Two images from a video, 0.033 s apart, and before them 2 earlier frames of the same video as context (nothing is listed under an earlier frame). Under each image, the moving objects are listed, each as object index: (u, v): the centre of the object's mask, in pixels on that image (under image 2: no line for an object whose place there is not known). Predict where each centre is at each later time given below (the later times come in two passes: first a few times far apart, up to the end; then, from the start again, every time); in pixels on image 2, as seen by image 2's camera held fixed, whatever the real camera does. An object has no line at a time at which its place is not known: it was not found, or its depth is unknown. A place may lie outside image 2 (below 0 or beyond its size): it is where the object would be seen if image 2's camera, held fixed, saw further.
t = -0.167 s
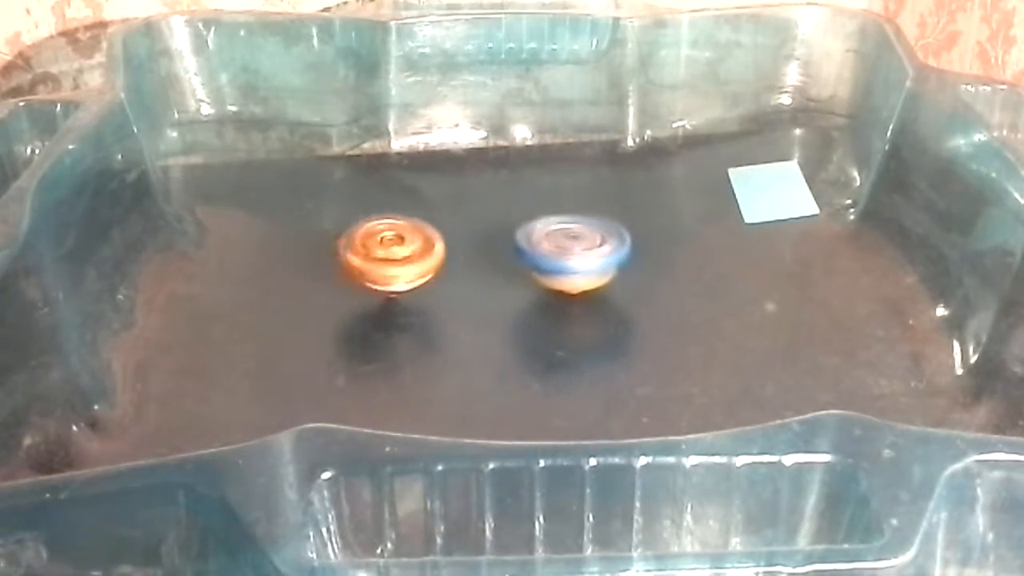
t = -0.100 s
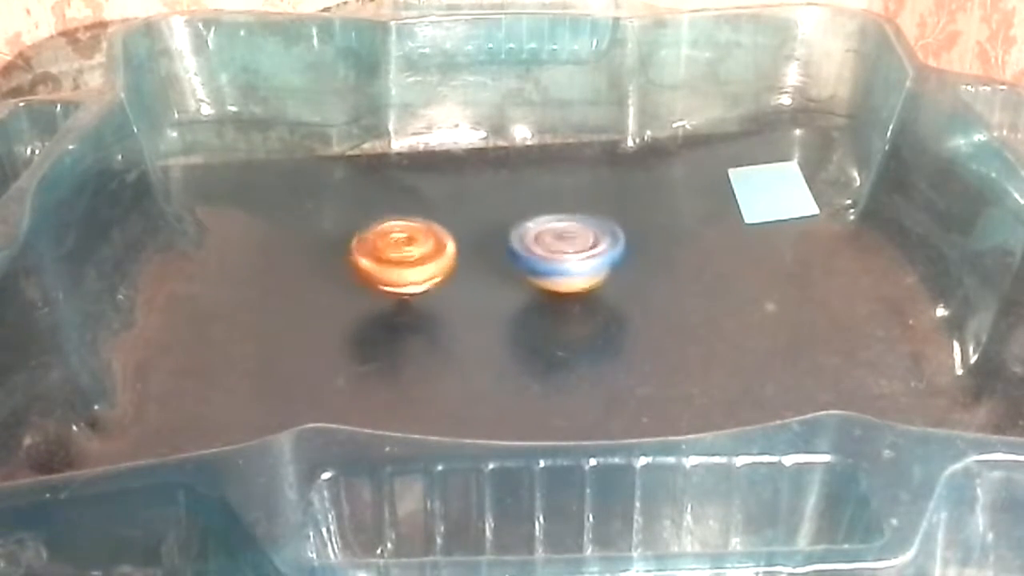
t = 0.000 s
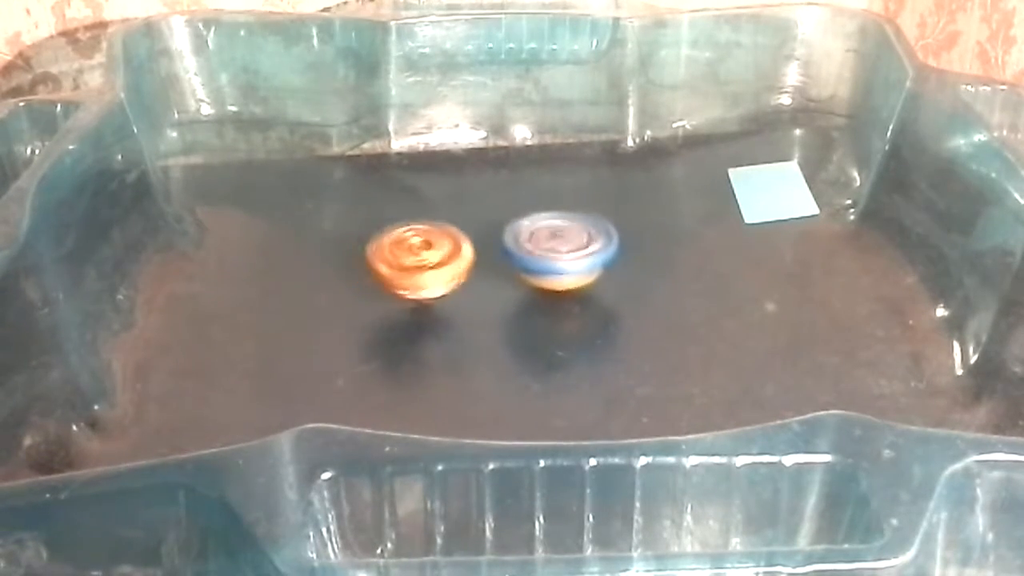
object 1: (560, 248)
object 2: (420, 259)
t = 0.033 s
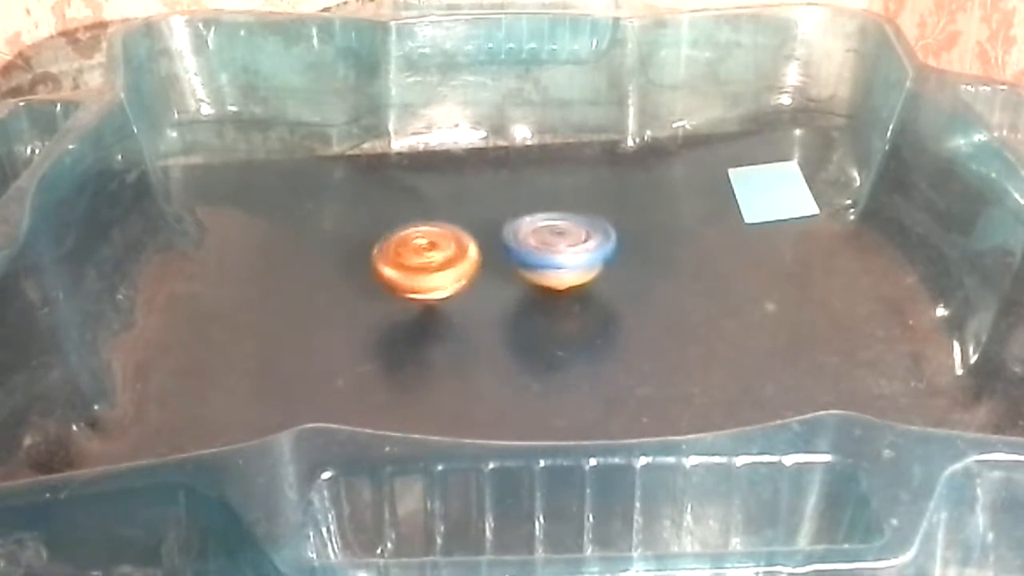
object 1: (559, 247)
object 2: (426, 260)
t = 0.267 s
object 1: (548, 241)
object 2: (455, 280)
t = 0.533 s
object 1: (532, 238)
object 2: (461, 309)
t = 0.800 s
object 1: (518, 237)
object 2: (434, 329)
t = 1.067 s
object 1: (508, 239)
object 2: (411, 325)
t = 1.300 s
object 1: (495, 243)
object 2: (426, 312)
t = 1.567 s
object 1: (483, 239)
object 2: (472, 302)
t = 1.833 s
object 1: (474, 238)
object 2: (509, 322)
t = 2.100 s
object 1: (477, 241)
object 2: (509, 345)
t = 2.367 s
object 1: (477, 251)
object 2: (484, 344)
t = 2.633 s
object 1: (465, 254)
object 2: (483, 322)
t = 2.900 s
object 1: (454, 251)
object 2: (513, 311)
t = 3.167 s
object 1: (462, 249)
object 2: (555, 309)
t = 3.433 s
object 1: (471, 256)
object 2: (578, 308)
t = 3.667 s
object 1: (466, 267)
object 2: (574, 304)
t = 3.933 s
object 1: (448, 271)
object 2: (565, 294)
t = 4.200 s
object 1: (440, 256)
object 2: (580, 298)
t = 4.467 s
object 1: (459, 254)
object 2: (563, 298)
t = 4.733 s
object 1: (465, 258)
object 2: (552, 306)
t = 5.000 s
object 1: (473, 252)
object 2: (527, 321)
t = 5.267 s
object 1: (478, 247)
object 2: (497, 310)
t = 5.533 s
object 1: (506, 241)
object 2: (450, 333)
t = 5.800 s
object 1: (524, 260)
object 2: (404, 318)
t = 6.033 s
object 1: (525, 258)
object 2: (392, 307)
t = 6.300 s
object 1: (551, 254)
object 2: (370, 302)
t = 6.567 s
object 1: (544, 268)
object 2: (408, 305)
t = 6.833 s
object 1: (532, 256)
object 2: (430, 328)
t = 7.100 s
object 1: (532, 251)
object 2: (416, 334)
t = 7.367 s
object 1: (526, 259)
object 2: (446, 325)
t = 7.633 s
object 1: (520, 250)
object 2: (479, 338)
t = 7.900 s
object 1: (521, 252)
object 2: (474, 344)
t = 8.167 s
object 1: (517, 254)
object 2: (499, 334)
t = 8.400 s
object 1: (513, 250)
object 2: (529, 337)
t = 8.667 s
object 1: (512, 257)
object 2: (532, 343)
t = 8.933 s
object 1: (505, 253)
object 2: (551, 327)
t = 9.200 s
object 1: (506, 254)
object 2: (578, 324)
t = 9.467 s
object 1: (500, 259)
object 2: (568, 323)
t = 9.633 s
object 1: (484, 262)
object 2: (568, 311)
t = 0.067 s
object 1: (559, 246)
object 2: (430, 262)
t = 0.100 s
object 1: (555, 245)
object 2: (436, 265)
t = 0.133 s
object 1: (553, 245)
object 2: (441, 267)
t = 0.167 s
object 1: (552, 244)
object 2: (446, 270)
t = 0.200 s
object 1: (551, 243)
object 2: (449, 273)
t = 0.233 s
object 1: (548, 243)
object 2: (452, 276)
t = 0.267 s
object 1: (548, 241)
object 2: (455, 280)
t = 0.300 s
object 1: (547, 240)
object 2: (459, 283)
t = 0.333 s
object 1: (543, 240)
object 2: (459, 287)
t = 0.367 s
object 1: (541, 239)
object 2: (461, 291)
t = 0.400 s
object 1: (541, 239)
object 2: (462, 295)
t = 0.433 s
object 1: (537, 239)
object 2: (463, 299)
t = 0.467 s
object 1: (533, 238)
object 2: (462, 302)
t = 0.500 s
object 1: (534, 237)
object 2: (462, 306)
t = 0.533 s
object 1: (532, 238)
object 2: (461, 309)
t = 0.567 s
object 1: (528, 237)
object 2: (460, 313)
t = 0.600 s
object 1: (529, 237)
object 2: (457, 315)
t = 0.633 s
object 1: (528, 237)
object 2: (454, 319)
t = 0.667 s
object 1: (524, 237)
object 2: (450, 321)
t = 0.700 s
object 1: (523, 237)
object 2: (448, 323)
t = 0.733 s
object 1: (524, 237)
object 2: (442, 325)
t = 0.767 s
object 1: (521, 237)
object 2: (439, 327)
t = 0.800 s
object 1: (518, 237)
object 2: (434, 329)
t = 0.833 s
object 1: (519, 237)
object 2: (431, 329)
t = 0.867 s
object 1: (518, 237)
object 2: (426, 329)
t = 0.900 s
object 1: (513, 239)
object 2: (423, 330)
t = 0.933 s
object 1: (513, 238)
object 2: (419, 329)
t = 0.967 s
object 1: (513, 238)
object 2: (417, 329)
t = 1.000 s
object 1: (509, 240)
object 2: (414, 328)
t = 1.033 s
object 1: (507, 239)
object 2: (412, 327)
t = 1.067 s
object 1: (508, 239)
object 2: (411, 325)
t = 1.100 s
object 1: (506, 241)
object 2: (411, 324)
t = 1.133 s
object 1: (501, 241)
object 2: (411, 322)
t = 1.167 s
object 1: (500, 242)
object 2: (412, 320)
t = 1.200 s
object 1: (501, 242)
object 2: (415, 318)
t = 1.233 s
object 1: (497, 243)
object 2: (417, 316)
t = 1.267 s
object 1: (494, 243)
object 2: (421, 314)
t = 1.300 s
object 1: (495, 243)
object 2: (426, 312)
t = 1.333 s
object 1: (494, 243)
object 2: (431, 309)
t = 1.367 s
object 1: (490, 243)
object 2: (435, 308)
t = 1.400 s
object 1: (488, 243)
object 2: (440, 306)
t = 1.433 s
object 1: (489, 242)
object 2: (447, 305)
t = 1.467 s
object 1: (486, 242)
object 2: (452, 305)
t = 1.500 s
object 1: (482, 240)
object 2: (458, 304)
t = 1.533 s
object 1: (484, 239)
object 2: (465, 302)
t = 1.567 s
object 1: (483, 239)
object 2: (472, 302)
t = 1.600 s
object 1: (477, 238)
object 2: (478, 303)
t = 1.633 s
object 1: (477, 237)
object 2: (482, 306)
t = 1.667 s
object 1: (478, 237)
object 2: (489, 308)
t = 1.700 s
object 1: (476, 237)
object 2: (494, 311)
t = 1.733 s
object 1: (473, 239)
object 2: (499, 314)
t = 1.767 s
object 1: (474, 239)
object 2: (503, 316)
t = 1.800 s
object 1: (475, 239)
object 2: (507, 319)
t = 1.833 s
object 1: (474, 238)
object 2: (509, 322)
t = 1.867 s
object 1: (472, 238)
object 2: (512, 325)
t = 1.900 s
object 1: (475, 238)
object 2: (514, 328)
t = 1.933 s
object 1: (477, 238)
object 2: (514, 331)
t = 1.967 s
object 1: (475, 239)
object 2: (515, 334)
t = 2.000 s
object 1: (475, 238)
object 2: (515, 336)
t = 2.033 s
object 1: (479, 238)
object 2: (513, 338)
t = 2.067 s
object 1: (479, 241)
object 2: (512, 342)
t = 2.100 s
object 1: (477, 241)
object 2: (509, 345)
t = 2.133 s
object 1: (479, 242)
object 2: (507, 345)
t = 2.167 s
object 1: (482, 243)
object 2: (504, 346)
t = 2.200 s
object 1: (481, 244)
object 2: (501, 348)
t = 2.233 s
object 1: (479, 246)
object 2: (498, 348)
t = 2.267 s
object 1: (480, 246)
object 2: (494, 347)
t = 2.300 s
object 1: (482, 248)
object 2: (491, 347)
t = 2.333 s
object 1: (480, 249)
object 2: (489, 345)
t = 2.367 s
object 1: (477, 251)
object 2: (484, 344)
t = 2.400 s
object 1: (477, 252)
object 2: (482, 342)
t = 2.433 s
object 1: (478, 253)
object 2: (481, 340)
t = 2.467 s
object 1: (474, 255)
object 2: (479, 338)
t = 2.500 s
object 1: (471, 255)
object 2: (478, 334)
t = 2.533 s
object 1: (473, 256)
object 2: (479, 331)
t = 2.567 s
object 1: (472, 255)
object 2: (478, 328)
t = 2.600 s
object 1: (467, 254)
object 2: (481, 325)
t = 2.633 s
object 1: (465, 254)
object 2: (483, 322)
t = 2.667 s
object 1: (464, 253)
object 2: (484, 319)
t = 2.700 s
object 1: (462, 253)
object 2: (488, 316)
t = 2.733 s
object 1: (457, 253)
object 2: (491, 316)
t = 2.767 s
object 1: (457, 252)
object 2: (490, 314)
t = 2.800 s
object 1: (457, 251)
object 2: (496, 312)
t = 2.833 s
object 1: (454, 251)
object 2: (504, 312)
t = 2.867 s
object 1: (452, 251)
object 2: (508, 311)
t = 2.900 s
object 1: (454, 251)
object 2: (513, 311)
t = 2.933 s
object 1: (456, 250)
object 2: (521, 310)
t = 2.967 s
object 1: (455, 250)
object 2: (525, 310)
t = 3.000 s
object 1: (453, 250)
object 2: (529, 309)
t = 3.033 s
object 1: (456, 250)
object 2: (536, 309)
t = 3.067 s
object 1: (461, 250)
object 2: (541, 310)
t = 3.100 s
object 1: (459, 251)
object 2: (545, 309)
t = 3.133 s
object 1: (458, 249)
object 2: (552, 309)
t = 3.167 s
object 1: (462, 249)
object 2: (555, 309)
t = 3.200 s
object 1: (467, 249)
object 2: (560, 310)
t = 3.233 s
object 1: (466, 250)
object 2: (565, 309)
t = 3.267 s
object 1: (463, 251)
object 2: (567, 309)
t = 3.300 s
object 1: (467, 251)
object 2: (571, 309)
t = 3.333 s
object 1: (471, 253)
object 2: (574, 309)
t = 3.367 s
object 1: (470, 254)
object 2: (575, 309)
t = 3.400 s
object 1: (469, 255)
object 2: (577, 308)
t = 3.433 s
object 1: (471, 256)
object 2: (578, 308)
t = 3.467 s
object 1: (475, 258)
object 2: (577, 308)
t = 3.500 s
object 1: (474, 259)
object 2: (578, 308)
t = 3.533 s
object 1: (470, 261)
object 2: (578, 307)
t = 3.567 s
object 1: (471, 262)
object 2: (578, 307)
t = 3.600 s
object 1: (472, 263)
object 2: (578, 306)
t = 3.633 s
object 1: (470, 265)
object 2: (576, 304)
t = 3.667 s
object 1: (466, 267)
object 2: (574, 304)
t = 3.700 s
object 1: (464, 268)
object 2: (573, 302)
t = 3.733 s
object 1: (466, 268)
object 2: (571, 300)
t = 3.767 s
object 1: (463, 269)
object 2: (569, 299)
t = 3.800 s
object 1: (458, 270)
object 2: (567, 296)
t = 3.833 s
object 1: (456, 272)
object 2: (564, 295)
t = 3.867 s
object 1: (455, 271)
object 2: (562, 293)
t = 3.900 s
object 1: (451, 272)
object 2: (566, 292)
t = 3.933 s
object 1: (448, 271)
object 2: (565, 294)
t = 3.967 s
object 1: (447, 269)
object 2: (566, 293)
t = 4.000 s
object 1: (445, 267)
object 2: (569, 294)
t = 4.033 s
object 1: (442, 265)
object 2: (573, 295)
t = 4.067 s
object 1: (439, 263)
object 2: (575, 295)
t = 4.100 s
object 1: (440, 261)
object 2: (577, 296)
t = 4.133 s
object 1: (441, 260)
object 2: (579, 296)
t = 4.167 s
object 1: (440, 257)
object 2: (579, 297)
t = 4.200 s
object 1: (440, 256)
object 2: (580, 298)
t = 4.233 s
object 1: (442, 253)
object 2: (580, 298)
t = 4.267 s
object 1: (446, 254)
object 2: (578, 298)
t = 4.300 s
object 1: (448, 253)
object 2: (578, 299)
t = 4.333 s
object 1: (448, 253)
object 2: (575, 298)
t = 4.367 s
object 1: (450, 252)
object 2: (572, 299)
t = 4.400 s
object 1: (456, 252)
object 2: (570, 298)
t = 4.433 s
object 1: (459, 252)
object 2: (566, 298)
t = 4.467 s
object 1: (459, 254)
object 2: (563, 298)
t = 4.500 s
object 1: (459, 255)
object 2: (560, 297)
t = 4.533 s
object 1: (461, 255)
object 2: (557, 296)
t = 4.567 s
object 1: (464, 255)
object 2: (555, 295)
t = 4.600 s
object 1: (465, 259)
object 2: (553, 296)
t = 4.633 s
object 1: (467, 258)
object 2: (553, 299)
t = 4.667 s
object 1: (470, 258)
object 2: (550, 300)
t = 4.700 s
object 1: (469, 257)
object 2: (552, 303)
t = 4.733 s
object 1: (465, 258)
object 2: (552, 306)
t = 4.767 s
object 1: (465, 257)
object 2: (549, 309)
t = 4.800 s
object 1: (467, 257)
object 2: (550, 312)
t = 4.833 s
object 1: (469, 256)
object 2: (548, 314)
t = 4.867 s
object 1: (467, 255)
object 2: (544, 317)
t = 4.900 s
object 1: (465, 254)
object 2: (540, 318)
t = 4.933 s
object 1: (468, 254)
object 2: (536, 320)
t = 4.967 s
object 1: (472, 252)
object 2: (533, 321)
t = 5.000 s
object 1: (473, 252)
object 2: (527, 321)
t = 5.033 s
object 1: (470, 251)
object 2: (523, 322)
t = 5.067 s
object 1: (468, 251)
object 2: (517, 320)
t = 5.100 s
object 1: (471, 250)
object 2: (512, 319)
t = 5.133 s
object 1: (477, 249)
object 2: (509, 317)
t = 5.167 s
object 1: (476, 248)
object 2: (506, 316)
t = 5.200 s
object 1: (471, 249)
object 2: (504, 314)
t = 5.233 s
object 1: (472, 247)
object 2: (499, 312)
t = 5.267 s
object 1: (478, 247)
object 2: (497, 310)
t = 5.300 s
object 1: (483, 245)
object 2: (493, 311)
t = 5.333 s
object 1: (487, 244)
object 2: (487, 312)
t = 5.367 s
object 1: (488, 244)
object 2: (482, 316)
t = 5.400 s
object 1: (493, 241)
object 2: (476, 323)
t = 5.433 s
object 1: (499, 244)
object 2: (470, 325)
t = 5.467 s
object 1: (503, 244)
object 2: (464, 329)
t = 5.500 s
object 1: (503, 243)
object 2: (458, 331)
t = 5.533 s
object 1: (506, 241)
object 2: (450, 333)
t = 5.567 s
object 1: (512, 241)
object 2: (442, 334)
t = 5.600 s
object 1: (517, 243)
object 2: (432, 334)
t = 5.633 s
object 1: (518, 246)
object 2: (426, 333)
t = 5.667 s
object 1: (519, 248)
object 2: (417, 331)
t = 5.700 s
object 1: (521, 250)
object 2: (413, 329)
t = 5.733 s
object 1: (525, 253)
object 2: (408, 325)
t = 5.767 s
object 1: (525, 256)
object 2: (406, 323)
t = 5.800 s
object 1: (524, 260)
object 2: (404, 318)
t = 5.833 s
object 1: (520, 263)
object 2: (404, 315)
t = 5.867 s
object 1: (518, 266)
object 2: (406, 310)
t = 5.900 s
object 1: (516, 268)
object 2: (409, 307)
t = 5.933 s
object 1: (513, 269)
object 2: (414, 303)
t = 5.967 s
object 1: (509, 269)
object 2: (419, 300)
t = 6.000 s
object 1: (512, 262)
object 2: (411, 303)
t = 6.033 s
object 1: (525, 258)
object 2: (392, 307)
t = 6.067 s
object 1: (532, 256)
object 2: (382, 308)
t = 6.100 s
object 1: (538, 255)
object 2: (379, 309)
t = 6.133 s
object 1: (537, 255)
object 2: (377, 309)
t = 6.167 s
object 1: (537, 253)
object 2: (375, 308)
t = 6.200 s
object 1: (540, 250)
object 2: (370, 307)
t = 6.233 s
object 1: (546, 250)
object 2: (367, 305)
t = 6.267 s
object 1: (550, 251)
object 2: (366, 304)
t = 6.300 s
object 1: (551, 254)
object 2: (370, 302)
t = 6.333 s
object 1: (550, 256)
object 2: (375, 303)
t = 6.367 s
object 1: (552, 257)
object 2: (376, 302)
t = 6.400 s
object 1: (553, 259)
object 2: (378, 300)
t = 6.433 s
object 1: (555, 261)
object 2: (381, 300)
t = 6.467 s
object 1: (554, 263)
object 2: (389, 299)
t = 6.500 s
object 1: (550, 265)
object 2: (398, 302)
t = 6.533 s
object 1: (547, 267)
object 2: (403, 303)
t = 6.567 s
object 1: (544, 268)
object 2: (408, 305)
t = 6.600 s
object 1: (544, 268)
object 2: (412, 307)
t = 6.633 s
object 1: (541, 267)
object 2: (418, 309)
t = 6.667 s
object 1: (537, 265)
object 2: (422, 312)
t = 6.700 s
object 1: (533, 263)
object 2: (426, 315)
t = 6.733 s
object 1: (530, 262)
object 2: (429, 319)
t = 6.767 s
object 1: (529, 261)
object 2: (430, 322)
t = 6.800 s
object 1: (530, 258)
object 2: (432, 325)
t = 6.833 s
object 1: (532, 256)
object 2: (430, 328)
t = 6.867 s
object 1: (530, 253)
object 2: (431, 331)
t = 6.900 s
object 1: (528, 251)
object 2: (427, 333)
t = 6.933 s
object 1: (527, 249)
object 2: (424, 334)
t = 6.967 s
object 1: (530, 248)
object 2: (422, 335)
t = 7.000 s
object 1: (533, 248)
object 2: (421, 335)
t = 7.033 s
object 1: (534, 248)
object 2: (422, 336)
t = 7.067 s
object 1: (534, 250)
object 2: (418, 335)
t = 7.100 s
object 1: (532, 251)
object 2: (416, 334)
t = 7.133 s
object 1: (533, 252)
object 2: (415, 333)
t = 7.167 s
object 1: (534, 253)
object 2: (418, 330)
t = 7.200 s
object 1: (535, 254)
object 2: (422, 330)
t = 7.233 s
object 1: (535, 255)
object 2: (424, 328)
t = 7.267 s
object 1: (534, 257)
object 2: (428, 327)
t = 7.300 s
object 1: (532, 257)
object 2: (430, 327)
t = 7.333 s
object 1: (529, 259)
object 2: (436, 325)
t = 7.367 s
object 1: (526, 259)
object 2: (446, 325)
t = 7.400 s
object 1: (526, 260)
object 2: (450, 325)
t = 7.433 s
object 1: (525, 259)
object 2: (455, 326)
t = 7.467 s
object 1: (524, 256)
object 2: (458, 329)
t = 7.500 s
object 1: (523, 254)
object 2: (464, 329)
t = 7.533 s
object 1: (521, 252)
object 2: (470, 331)
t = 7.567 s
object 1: (518, 251)
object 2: (476, 332)
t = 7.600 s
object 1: (518, 250)
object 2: (481, 336)
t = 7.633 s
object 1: (520, 250)
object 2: (479, 338)
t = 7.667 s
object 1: (521, 249)
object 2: (479, 340)
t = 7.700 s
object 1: (522, 250)
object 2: (480, 342)
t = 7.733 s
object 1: (520, 250)
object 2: (482, 343)
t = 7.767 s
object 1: (517, 250)
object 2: (485, 345)
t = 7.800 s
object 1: (516, 251)
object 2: (479, 346)
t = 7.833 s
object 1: (517, 251)
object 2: (476, 346)
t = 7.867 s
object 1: (519, 252)
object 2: (474, 346)
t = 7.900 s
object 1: (521, 252)
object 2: (474, 344)
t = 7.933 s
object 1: (522, 253)
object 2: (480, 345)
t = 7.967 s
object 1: (520, 254)
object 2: (480, 343)
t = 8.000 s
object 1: (516, 254)
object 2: (480, 341)
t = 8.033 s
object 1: (513, 255)
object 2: (480, 340)
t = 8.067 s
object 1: (512, 256)
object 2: (482, 336)
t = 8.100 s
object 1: (513, 256)
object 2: (489, 335)
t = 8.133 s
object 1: (516, 254)
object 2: (493, 333)
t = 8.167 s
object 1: (517, 254)
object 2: (499, 334)
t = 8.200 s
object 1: (515, 251)
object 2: (502, 335)
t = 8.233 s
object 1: (511, 250)
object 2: (505, 333)
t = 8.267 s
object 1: (506, 249)
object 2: (512, 332)
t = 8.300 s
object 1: (505, 249)
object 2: (515, 331)
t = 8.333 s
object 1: (505, 251)
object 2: (524, 332)
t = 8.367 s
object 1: (509, 251)
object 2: (529, 335)
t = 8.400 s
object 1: (513, 250)
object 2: (529, 337)
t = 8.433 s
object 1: (515, 252)
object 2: (529, 337)
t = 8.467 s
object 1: (513, 253)
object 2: (530, 339)
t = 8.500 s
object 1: (507, 255)
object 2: (535, 338)
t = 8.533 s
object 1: (501, 255)
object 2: (539, 341)
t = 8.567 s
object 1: (502, 256)
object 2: (537, 341)
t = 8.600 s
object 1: (506, 256)
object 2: (535, 342)
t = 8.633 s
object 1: (509, 256)
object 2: (531, 343)
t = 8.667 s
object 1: (512, 257)
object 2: (532, 343)
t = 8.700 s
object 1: (511, 256)
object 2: (535, 344)
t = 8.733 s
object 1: (504, 256)
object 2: (538, 340)
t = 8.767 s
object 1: (497, 257)
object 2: (539, 337)
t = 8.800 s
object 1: (494, 258)
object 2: (538, 337)
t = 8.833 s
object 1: (496, 259)
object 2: (537, 332)
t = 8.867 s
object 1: (502, 259)
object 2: (540, 331)
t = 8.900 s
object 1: (505, 256)
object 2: (543, 328)
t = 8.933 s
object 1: (505, 253)
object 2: (551, 327)
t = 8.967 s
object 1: (499, 253)
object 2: (558, 327)
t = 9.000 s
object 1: (493, 253)
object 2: (557, 325)
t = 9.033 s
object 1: (490, 254)
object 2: (558, 324)
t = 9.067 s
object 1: (491, 254)
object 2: (560, 323)
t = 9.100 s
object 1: (495, 254)
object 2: (565, 322)
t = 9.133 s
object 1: (500, 254)
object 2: (572, 322)
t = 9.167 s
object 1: (505, 255)
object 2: (574, 322)
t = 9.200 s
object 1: (506, 254)
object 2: (578, 324)
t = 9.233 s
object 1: (501, 259)
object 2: (579, 326)
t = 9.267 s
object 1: (494, 259)
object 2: (573, 325)
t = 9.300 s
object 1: (490, 261)
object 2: (573, 325)
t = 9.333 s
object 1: (492, 261)
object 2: (574, 324)
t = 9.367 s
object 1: (496, 261)
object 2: (575, 327)
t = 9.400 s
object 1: (499, 261)
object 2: (576, 325)
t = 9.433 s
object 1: (501, 261)
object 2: (570, 323)
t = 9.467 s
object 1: (500, 259)
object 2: (568, 323)
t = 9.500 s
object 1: (498, 259)
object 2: (566, 321)
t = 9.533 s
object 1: (492, 259)
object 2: (564, 320)
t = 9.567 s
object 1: (487, 260)
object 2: (566, 316)
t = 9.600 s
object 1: (483, 261)
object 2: (567, 313)
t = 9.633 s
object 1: (484, 262)
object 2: (568, 311)
